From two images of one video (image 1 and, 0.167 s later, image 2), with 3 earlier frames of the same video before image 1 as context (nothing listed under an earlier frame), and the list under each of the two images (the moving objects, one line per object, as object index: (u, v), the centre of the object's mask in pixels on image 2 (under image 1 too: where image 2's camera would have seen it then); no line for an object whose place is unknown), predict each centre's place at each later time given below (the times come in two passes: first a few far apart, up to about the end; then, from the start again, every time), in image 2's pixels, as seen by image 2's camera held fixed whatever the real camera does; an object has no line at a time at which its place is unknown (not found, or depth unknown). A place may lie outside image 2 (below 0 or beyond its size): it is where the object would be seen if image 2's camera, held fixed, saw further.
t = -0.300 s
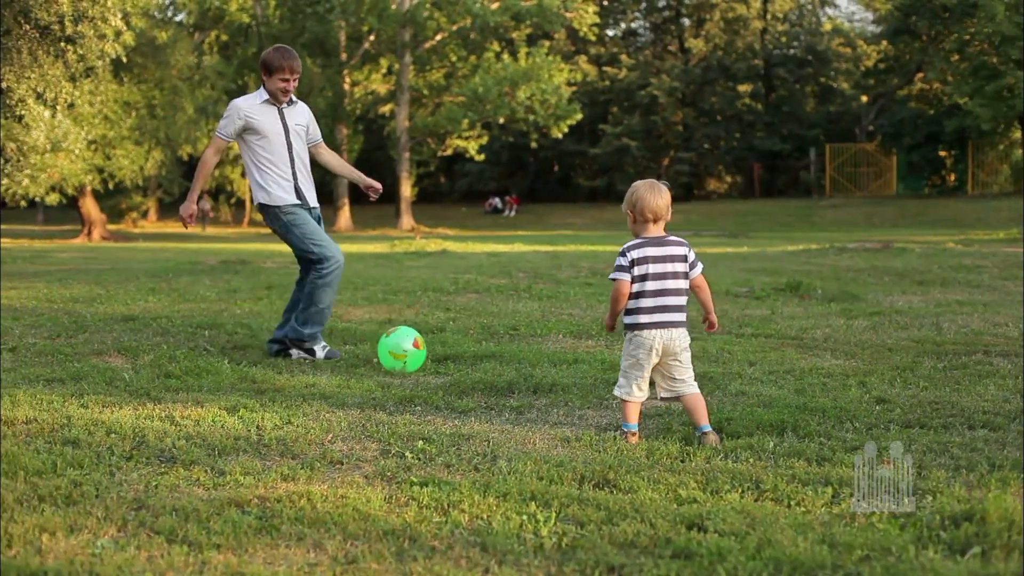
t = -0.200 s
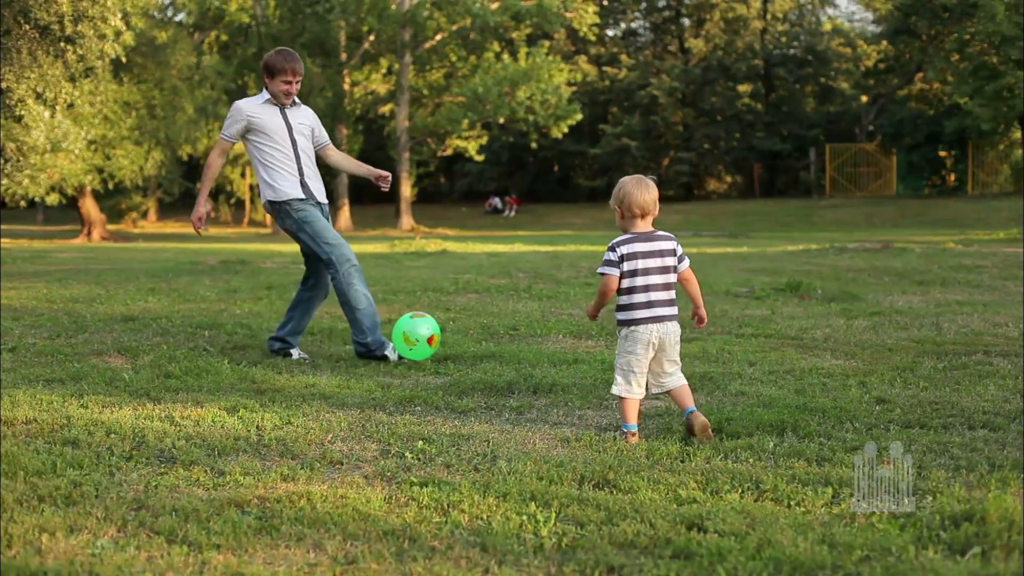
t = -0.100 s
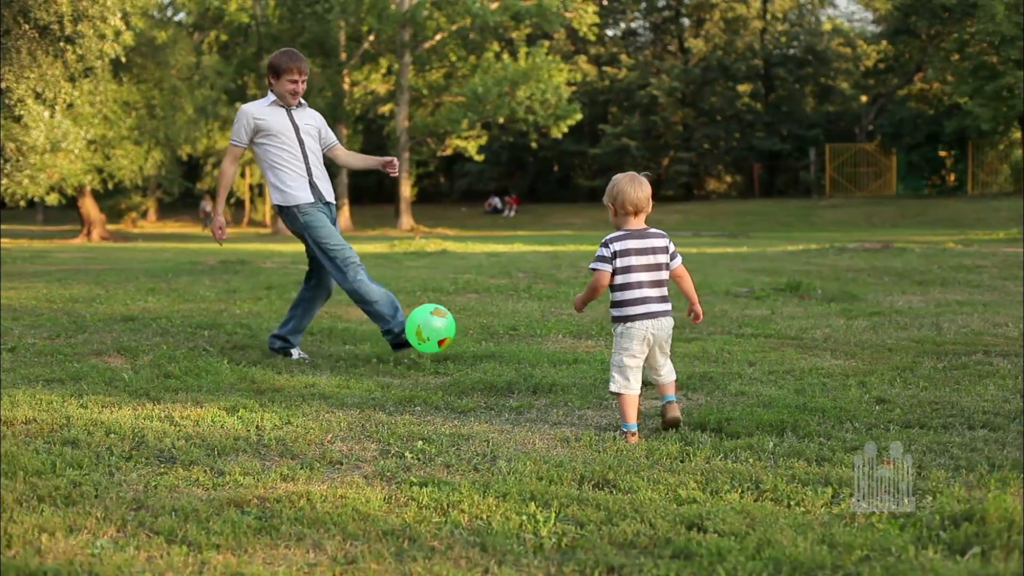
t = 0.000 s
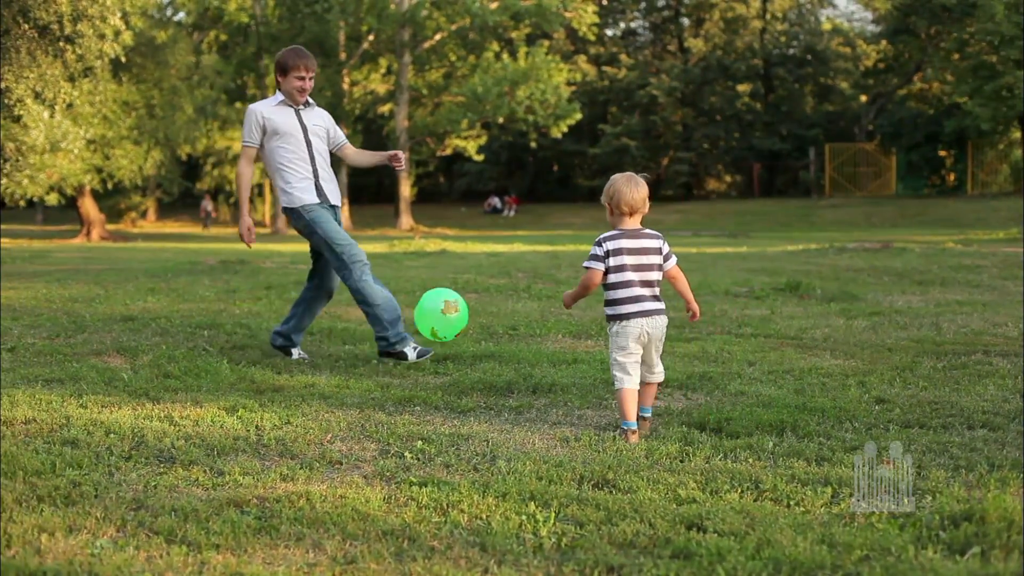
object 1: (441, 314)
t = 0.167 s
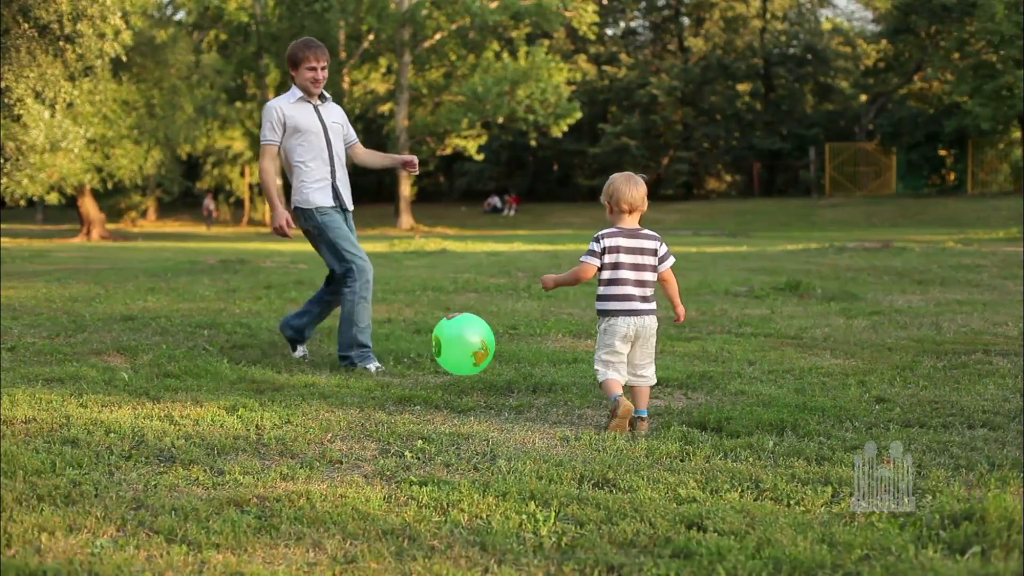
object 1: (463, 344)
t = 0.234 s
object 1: (472, 381)
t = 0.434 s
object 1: (484, 381)
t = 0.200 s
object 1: (468, 360)
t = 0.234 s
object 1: (472, 381)
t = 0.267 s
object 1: (477, 404)
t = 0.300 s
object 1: (479, 406)
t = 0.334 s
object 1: (480, 397)
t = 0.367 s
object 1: (481, 389)
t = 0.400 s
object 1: (483, 384)
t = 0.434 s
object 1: (484, 381)
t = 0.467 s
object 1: (486, 382)
